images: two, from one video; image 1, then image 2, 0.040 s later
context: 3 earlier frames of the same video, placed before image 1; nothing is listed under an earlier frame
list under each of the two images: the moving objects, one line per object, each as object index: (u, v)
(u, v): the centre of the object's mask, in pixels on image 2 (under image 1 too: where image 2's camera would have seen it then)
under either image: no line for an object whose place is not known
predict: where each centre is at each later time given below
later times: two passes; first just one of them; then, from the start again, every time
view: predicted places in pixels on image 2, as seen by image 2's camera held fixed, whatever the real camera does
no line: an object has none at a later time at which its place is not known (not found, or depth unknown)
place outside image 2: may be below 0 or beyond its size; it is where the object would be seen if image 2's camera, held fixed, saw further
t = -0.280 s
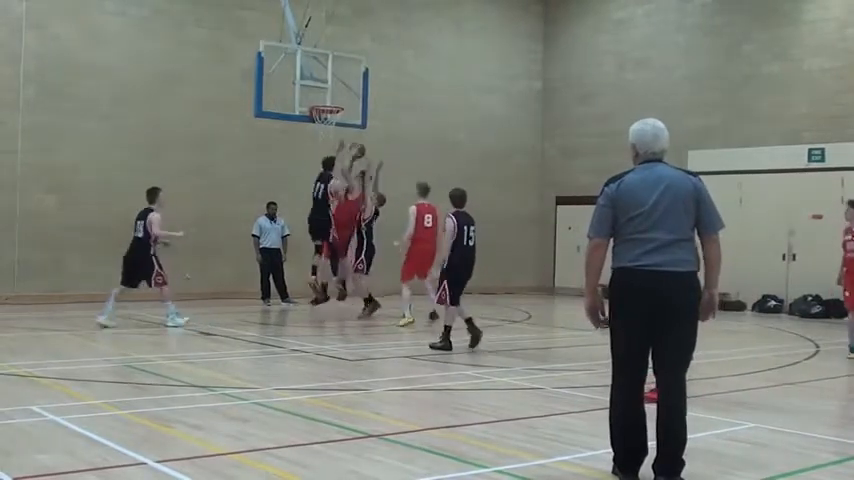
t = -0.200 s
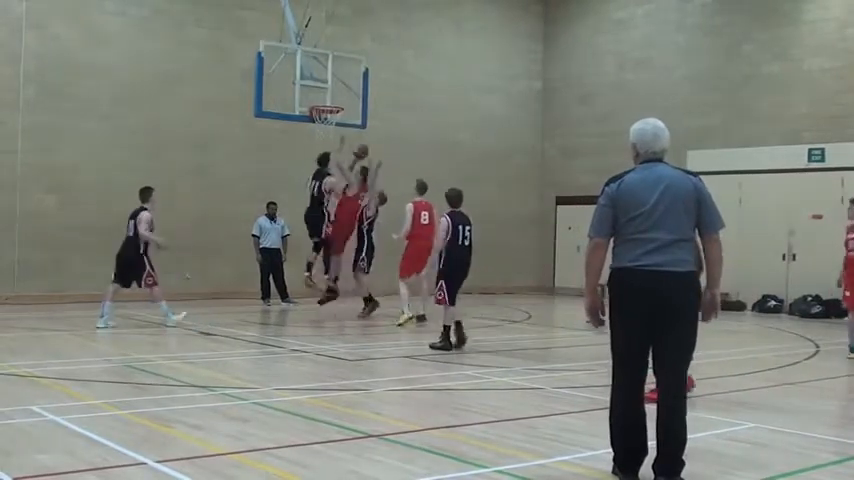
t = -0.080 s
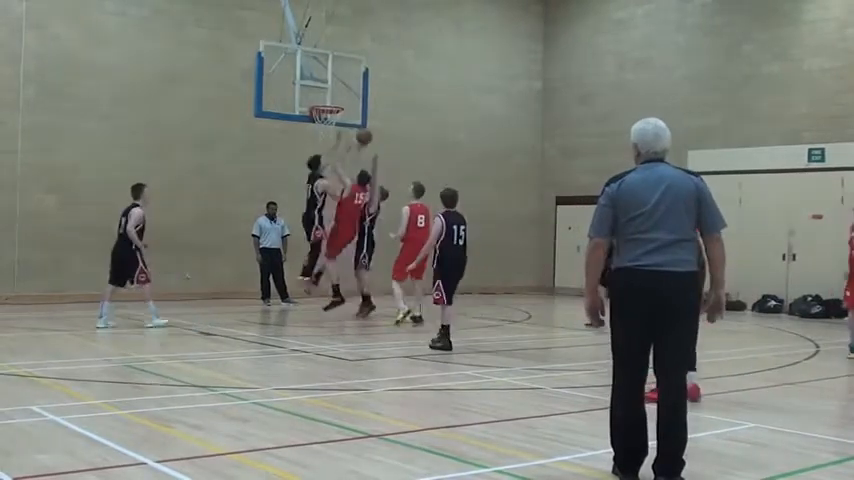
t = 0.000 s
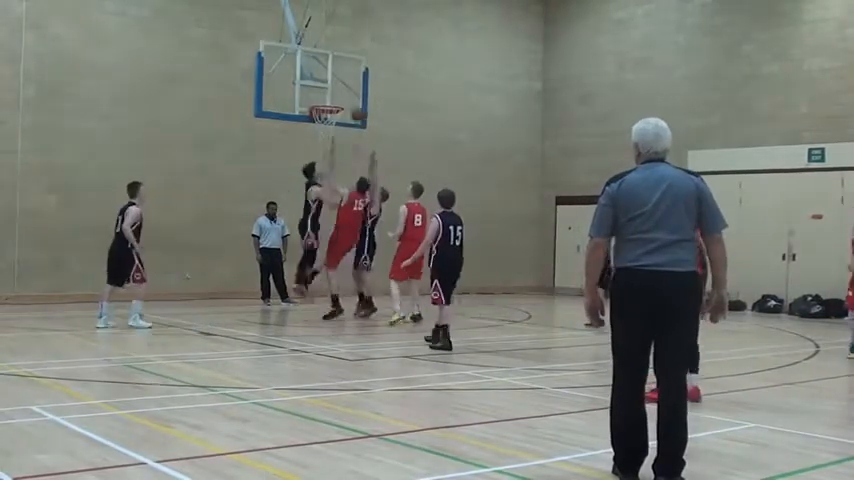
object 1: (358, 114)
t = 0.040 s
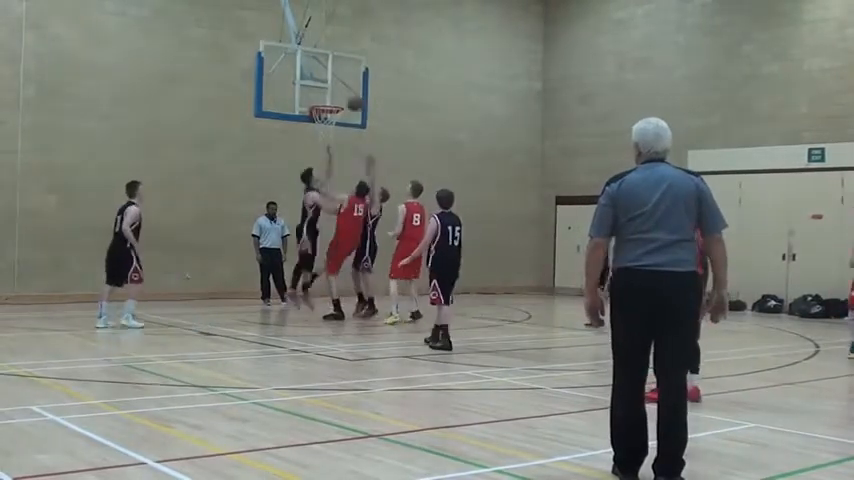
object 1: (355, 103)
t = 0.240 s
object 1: (337, 69)
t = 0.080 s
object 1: (351, 94)
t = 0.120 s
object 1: (347, 86)
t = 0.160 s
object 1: (344, 79)
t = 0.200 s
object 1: (341, 73)
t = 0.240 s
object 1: (337, 69)
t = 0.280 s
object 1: (334, 64)
